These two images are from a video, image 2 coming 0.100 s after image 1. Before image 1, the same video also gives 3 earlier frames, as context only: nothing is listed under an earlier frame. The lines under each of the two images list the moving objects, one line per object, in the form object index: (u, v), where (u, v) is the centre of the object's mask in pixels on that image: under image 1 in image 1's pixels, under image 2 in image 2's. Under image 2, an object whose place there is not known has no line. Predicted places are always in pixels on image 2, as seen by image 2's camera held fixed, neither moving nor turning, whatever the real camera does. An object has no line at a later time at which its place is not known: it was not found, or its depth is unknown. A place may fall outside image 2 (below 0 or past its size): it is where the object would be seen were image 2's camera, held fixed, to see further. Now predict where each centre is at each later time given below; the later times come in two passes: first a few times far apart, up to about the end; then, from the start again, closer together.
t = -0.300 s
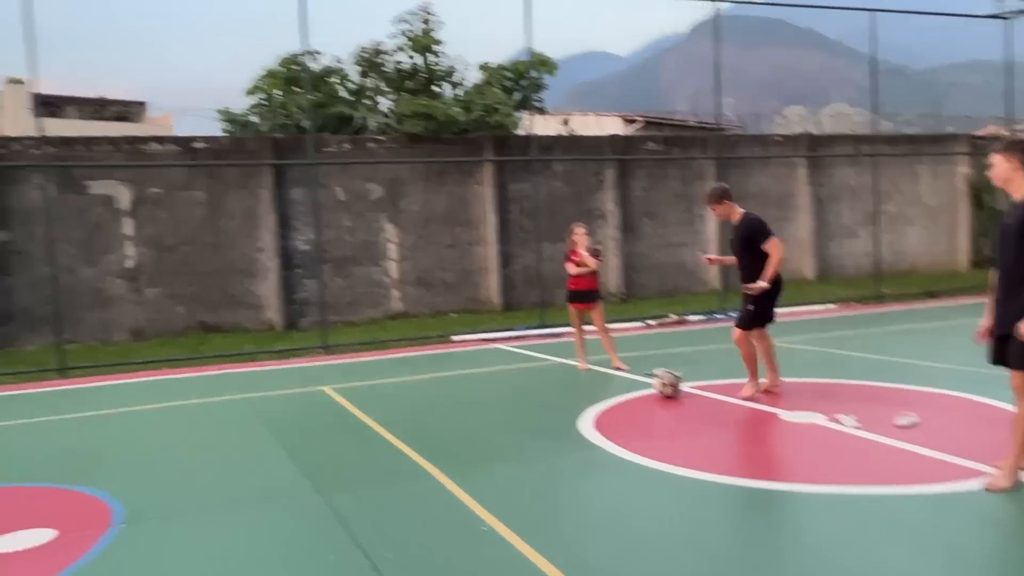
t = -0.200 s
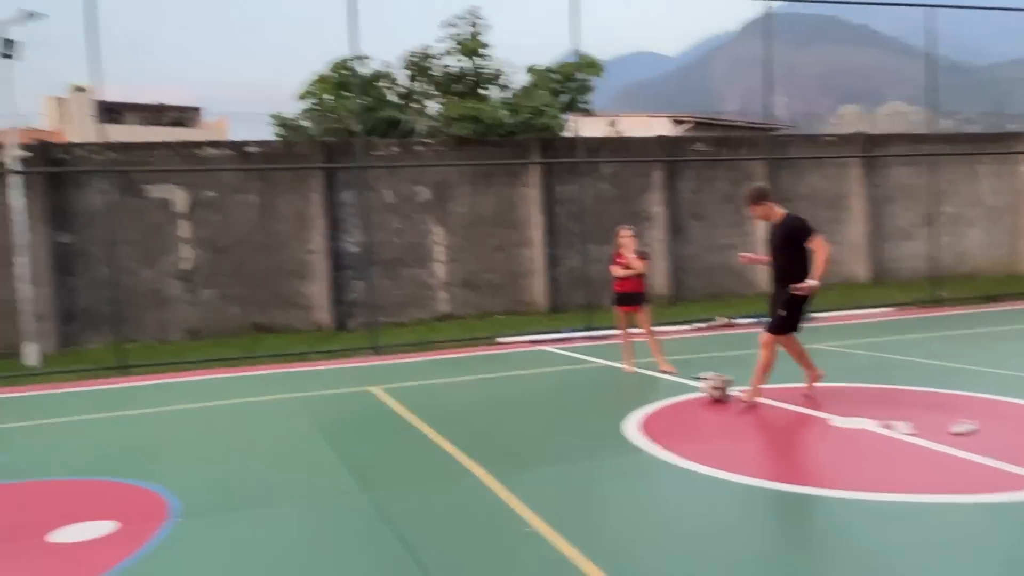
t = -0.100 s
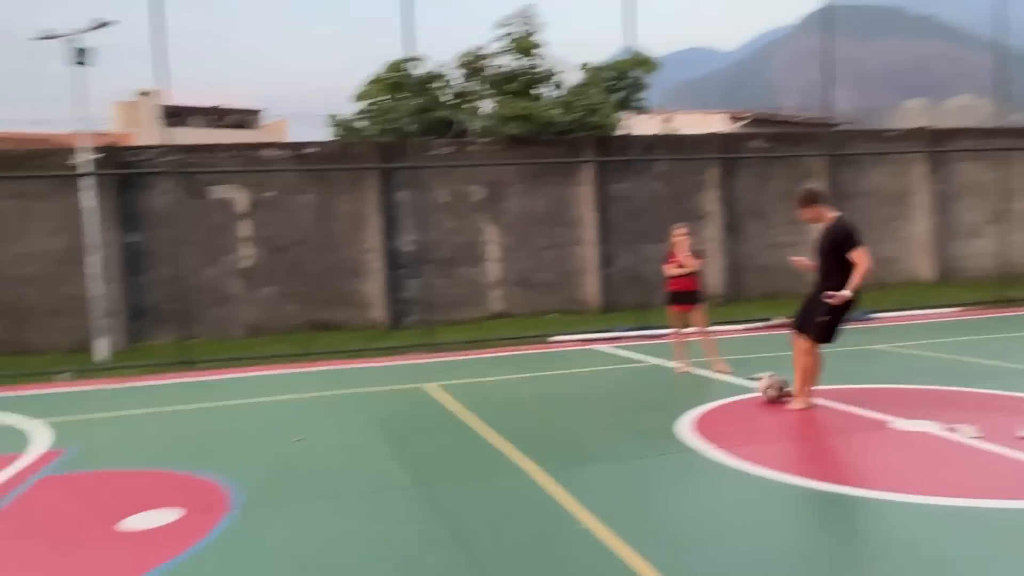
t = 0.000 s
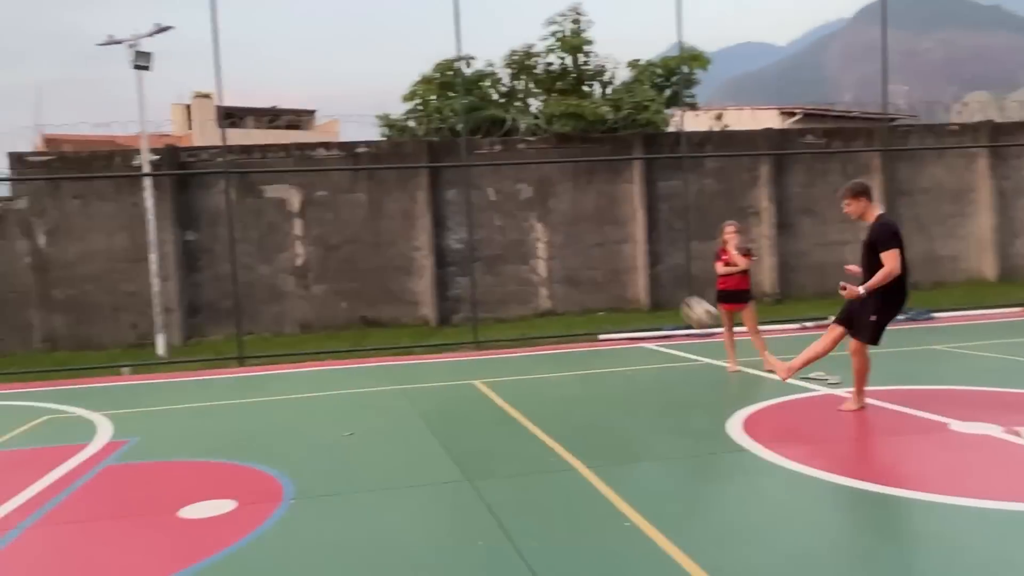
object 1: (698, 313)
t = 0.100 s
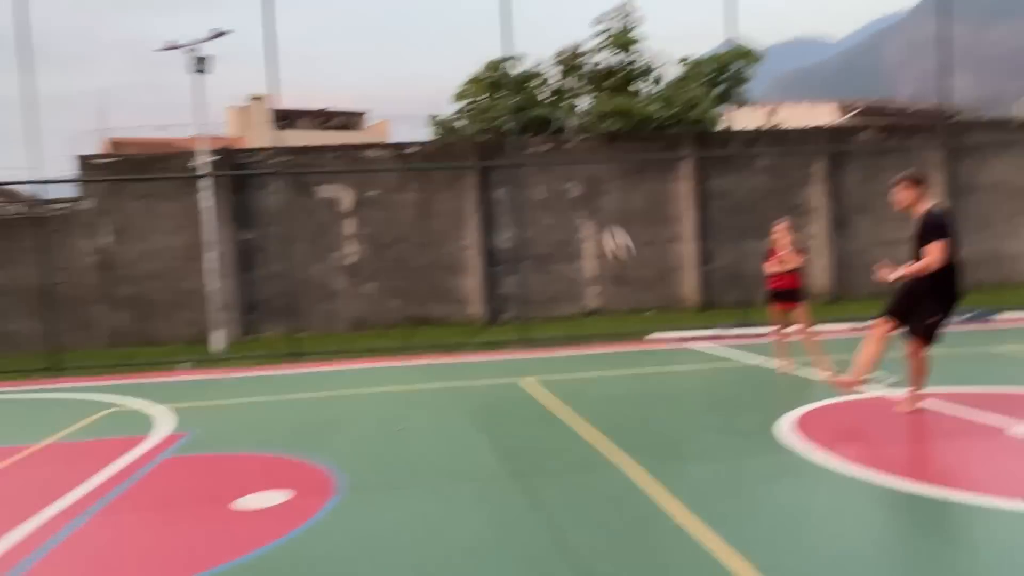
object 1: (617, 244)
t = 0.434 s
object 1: (188, 100)
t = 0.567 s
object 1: (26, 82)
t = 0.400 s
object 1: (230, 108)
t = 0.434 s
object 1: (188, 100)
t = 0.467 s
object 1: (147, 94)
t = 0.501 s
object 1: (106, 89)
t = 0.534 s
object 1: (65, 85)
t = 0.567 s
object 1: (26, 82)
